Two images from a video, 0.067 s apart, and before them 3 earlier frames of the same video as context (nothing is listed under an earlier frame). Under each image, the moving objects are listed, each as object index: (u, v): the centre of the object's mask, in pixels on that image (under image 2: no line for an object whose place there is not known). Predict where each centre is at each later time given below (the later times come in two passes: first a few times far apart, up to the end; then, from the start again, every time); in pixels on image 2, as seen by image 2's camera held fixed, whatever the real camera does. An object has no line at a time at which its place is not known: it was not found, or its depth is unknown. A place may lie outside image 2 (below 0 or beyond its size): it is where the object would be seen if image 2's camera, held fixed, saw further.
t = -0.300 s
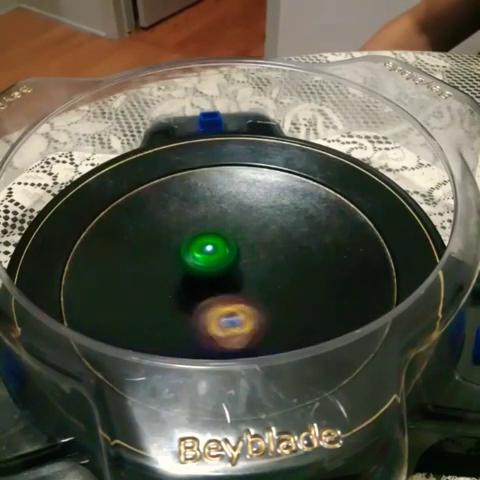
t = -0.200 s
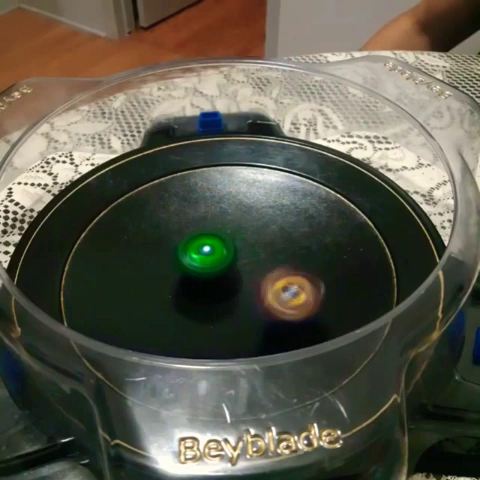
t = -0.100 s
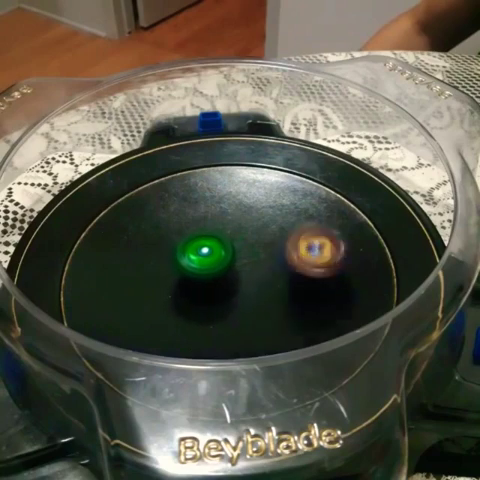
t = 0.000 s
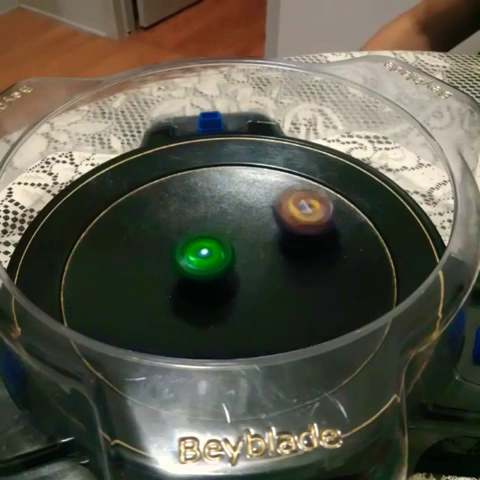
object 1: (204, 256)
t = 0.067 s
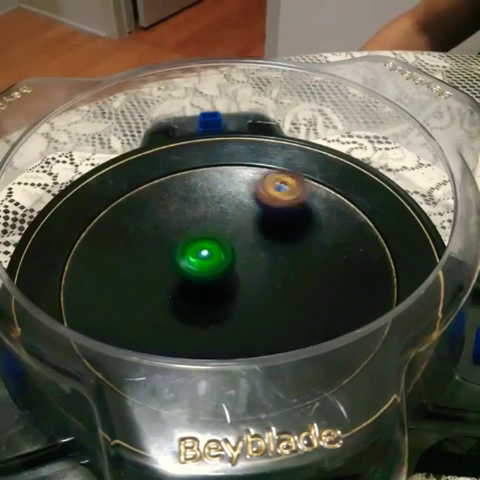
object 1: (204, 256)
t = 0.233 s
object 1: (204, 261)
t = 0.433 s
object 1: (209, 265)
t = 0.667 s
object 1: (215, 267)
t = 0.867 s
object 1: (219, 266)
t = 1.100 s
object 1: (226, 262)
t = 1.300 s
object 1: (228, 259)
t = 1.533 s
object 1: (226, 256)
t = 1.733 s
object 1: (219, 254)
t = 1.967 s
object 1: (212, 254)
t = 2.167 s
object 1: (207, 255)
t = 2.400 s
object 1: (211, 270)
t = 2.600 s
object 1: (213, 275)
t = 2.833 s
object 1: (238, 251)
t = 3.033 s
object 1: (223, 225)
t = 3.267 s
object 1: (193, 192)
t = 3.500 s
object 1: (189, 204)
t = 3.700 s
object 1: (186, 240)
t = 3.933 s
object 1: (188, 227)
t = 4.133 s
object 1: (213, 235)
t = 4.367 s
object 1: (203, 252)
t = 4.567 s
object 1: (208, 279)
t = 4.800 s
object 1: (214, 296)
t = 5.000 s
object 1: (251, 303)
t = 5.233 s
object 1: (269, 282)
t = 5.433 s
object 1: (251, 255)
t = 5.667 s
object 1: (241, 242)
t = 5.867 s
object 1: (224, 250)
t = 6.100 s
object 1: (226, 254)
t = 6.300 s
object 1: (252, 222)
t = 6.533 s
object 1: (247, 220)
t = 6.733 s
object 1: (226, 209)
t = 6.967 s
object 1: (217, 232)
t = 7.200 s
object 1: (212, 237)
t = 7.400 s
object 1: (221, 243)
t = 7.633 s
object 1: (196, 226)
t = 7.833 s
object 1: (193, 234)
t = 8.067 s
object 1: (198, 225)
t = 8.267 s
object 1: (209, 222)
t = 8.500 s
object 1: (214, 222)
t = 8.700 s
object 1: (219, 225)
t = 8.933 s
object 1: (232, 221)
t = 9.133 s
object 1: (235, 225)
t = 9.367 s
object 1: (230, 225)
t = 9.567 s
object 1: (232, 230)
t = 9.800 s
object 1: (223, 236)
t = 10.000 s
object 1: (228, 234)
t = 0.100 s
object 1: (204, 257)
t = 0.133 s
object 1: (203, 258)
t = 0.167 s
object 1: (203, 260)
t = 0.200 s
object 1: (204, 261)
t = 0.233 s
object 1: (204, 261)
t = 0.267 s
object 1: (205, 262)
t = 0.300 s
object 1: (206, 263)
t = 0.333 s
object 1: (206, 264)
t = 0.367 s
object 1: (207, 264)
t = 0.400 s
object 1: (208, 265)
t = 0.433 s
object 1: (209, 265)
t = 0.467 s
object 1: (210, 265)
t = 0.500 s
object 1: (210, 266)
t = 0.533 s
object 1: (212, 266)
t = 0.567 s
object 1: (213, 266)
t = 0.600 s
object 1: (214, 266)
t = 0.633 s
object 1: (215, 267)
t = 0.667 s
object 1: (215, 267)
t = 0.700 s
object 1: (216, 267)
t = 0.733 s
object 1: (217, 267)
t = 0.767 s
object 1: (217, 267)
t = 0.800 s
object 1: (218, 266)
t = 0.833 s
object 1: (218, 266)
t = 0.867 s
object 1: (219, 266)
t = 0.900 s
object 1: (221, 265)
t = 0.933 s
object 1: (222, 265)
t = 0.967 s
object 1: (223, 264)
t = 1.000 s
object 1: (223, 264)
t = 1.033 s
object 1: (224, 263)
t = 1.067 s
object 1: (225, 263)
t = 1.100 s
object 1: (226, 262)
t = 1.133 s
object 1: (226, 261)
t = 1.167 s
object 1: (227, 261)
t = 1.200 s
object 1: (227, 259)
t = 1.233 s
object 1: (228, 259)
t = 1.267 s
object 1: (228, 259)
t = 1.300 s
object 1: (228, 259)
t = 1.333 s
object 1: (228, 258)
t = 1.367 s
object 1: (228, 258)
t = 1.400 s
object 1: (228, 257)
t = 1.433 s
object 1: (228, 257)
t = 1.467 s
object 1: (227, 256)
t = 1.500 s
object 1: (227, 256)
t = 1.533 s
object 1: (226, 256)
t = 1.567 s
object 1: (225, 255)
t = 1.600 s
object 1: (224, 255)
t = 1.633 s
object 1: (223, 255)
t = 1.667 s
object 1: (222, 255)
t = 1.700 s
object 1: (221, 255)
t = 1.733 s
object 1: (219, 254)
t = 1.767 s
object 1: (218, 254)
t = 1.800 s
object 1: (217, 254)
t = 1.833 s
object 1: (216, 254)
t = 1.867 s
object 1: (215, 254)
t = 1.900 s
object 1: (214, 255)
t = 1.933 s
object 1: (213, 255)
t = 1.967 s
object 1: (212, 254)
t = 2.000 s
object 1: (211, 255)
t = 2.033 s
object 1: (210, 255)
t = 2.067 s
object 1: (210, 254)
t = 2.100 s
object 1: (208, 255)
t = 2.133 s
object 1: (208, 255)
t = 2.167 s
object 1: (207, 255)
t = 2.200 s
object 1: (206, 255)
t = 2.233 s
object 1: (205, 256)
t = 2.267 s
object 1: (205, 257)
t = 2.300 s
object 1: (207, 261)
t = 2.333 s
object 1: (209, 265)
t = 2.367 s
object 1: (211, 268)
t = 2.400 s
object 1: (211, 270)
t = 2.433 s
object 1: (212, 271)
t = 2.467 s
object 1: (212, 272)
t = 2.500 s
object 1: (212, 273)
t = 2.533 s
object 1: (212, 274)
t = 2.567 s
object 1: (212, 275)
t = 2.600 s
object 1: (213, 275)
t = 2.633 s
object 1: (214, 274)
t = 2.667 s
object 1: (220, 269)
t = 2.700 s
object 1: (225, 262)
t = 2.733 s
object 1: (229, 258)
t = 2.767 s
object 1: (233, 254)
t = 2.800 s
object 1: (235, 253)
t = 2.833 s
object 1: (238, 251)
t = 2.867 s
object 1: (240, 250)
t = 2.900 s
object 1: (242, 250)
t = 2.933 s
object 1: (244, 249)
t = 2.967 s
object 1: (243, 248)
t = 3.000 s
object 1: (236, 238)
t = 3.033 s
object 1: (223, 225)
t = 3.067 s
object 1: (214, 216)
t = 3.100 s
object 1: (206, 210)
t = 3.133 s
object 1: (201, 203)
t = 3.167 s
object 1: (198, 201)
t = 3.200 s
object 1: (196, 197)
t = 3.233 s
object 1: (194, 194)
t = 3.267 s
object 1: (193, 192)
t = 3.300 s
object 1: (192, 192)
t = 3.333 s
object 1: (192, 193)
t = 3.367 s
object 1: (191, 194)
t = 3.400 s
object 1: (191, 196)
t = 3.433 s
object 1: (191, 197)
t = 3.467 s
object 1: (190, 202)
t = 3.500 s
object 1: (189, 204)
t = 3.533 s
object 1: (190, 211)
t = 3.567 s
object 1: (190, 217)
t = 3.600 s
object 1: (188, 223)
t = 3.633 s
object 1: (187, 229)
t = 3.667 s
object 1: (187, 234)
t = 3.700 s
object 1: (186, 240)
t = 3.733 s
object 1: (186, 245)
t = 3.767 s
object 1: (186, 251)
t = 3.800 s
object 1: (184, 245)
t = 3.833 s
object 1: (183, 237)
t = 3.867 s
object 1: (183, 232)
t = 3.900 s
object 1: (185, 228)
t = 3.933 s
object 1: (188, 227)
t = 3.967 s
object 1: (191, 227)
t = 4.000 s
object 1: (195, 229)
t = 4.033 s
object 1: (199, 229)
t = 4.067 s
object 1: (203, 230)
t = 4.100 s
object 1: (209, 233)
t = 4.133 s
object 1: (213, 235)
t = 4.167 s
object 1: (217, 238)
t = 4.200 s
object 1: (215, 240)
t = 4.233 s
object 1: (209, 243)
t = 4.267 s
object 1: (204, 246)
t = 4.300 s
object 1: (202, 249)
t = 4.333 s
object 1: (203, 250)
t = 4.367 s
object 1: (203, 252)
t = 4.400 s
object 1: (205, 254)
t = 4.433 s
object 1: (206, 256)
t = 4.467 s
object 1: (207, 257)
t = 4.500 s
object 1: (208, 264)
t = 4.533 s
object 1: (208, 272)
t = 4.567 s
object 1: (208, 279)
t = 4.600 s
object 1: (210, 284)
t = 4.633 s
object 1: (210, 288)
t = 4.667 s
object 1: (210, 290)
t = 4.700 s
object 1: (212, 292)
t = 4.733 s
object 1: (212, 294)
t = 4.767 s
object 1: (213, 294)
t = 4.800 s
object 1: (214, 296)
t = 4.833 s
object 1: (215, 295)
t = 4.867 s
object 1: (219, 297)
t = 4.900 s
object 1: (231, 301)
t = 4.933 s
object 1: (240, 303)
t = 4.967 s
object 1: (247, 303)
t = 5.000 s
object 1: (251, 303)
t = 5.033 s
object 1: (256, 302)
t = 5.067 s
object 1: (258, 300)
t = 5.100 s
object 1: (261, 298)
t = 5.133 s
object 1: (263, 292)
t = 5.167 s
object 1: (264, 289)
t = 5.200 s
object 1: (267, 286)
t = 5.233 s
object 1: (269, 282)
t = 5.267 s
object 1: (268, 278)
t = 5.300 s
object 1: (266, 275)
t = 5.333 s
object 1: (263, 269)
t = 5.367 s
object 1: (259, 266)
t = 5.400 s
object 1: (255, 259)
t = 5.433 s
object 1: (251, 255)
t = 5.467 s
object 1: (250, 253)
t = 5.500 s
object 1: (247, 250)
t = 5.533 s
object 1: (243, 247)
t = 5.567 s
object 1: (237, 243)
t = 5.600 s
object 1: (236, 243)
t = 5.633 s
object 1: (240, 242)
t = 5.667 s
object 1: (241, 242)
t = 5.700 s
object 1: (241, 242)
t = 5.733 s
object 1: (238, 243)
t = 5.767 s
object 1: (235, 244)
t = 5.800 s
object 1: (232, 246)
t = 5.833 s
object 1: (228, 247)
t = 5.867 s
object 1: (224, 250)
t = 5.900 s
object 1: (221, 253)
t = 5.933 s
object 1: (219, 254)
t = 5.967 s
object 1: (221, 253)
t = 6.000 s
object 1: (224, 253)
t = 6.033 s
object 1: (225, 252)
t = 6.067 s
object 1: (225, 253)
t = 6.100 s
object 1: (226, 254)
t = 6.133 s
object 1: (233, 246)
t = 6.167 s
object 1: (239, 238)
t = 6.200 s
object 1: (245, 231)
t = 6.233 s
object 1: (248, 227)
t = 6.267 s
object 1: (250, 224)
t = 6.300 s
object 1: (252, 222)
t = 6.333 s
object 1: (253, 219)
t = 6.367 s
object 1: (254, 219)
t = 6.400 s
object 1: (254, 218)
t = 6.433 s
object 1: (253, 218)
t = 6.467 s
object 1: (252, 217)
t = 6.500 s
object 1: (249, 218)
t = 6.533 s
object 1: (247, 220)
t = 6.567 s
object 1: (245, 220)
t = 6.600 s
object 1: (242, 218)
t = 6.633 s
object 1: (238, 217)
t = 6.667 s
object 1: (234, 214)
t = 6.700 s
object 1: (230, 211)
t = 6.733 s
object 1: (226, 209)
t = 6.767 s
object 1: (222, 210)
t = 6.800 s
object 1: (220, 211)
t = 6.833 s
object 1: (218, 214)
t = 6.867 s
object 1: (218, 217)
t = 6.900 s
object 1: (216, 222)
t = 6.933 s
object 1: (216, 226)
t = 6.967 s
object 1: (217, 232)
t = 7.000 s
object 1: (216, 235)
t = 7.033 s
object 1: (215, 236)
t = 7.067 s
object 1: (214, 234)
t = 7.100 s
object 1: (211, 233)
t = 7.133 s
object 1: (210, 234)
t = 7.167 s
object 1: (211, 235)
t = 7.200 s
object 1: (212, 237)
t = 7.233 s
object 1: (214, 238)
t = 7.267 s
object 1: (216, 239)
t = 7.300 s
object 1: (218, 242)
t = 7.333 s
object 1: (221, 244)
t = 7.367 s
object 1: (223, 245)
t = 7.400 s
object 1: (221, 243)
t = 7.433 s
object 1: (219, 241)
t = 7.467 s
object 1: (216, 237)
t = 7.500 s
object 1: (210, 233)
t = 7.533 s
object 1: (206, 228)
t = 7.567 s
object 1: (200, 227)
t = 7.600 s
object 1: (198, 226)
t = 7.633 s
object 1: (196, 226)
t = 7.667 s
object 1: (195, 227)
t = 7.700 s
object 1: (194, 228)
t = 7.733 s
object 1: (194, 230)
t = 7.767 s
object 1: (195, 233)
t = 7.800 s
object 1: (194, 234)
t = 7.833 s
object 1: (193, 234)
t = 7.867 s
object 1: (190, 229)
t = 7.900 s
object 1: (189, 227)
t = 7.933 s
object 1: (189, 225)
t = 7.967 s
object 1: (190, 225)
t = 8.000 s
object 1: (193, 225)
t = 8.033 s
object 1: (194, 226)
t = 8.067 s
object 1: (198, 225)
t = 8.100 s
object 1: (201, 225)
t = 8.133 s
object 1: (204, 225)
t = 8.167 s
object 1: (206, 224)
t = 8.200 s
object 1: (208, 223)
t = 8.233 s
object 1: (208, 223)
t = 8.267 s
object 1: (209, 222)
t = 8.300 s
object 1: (210, 219)
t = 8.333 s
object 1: (209, 219)
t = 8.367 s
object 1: (209, 218)
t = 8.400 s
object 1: (210, 219)
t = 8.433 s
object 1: (212, 220)
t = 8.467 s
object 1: (213, 221)
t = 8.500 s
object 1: (214, 222)
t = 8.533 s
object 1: (214, 224)
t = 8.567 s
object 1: (216, 226)
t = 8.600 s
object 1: (217, 226)
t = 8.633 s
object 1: (218, 225)
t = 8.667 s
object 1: (218, 225)
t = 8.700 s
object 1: (219, 225)
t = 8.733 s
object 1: (221, 225)
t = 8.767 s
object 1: (222, 226)
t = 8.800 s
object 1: (223, 227)
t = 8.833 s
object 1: (226, 226)
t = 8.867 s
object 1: (228, 227)
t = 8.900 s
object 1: (230, 224)
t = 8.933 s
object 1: (232, 221)
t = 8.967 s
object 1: (233, 220)
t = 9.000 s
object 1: (233, 220)
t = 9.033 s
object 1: (233, 221)
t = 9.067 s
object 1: (234, 223)
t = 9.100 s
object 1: (235, 224)
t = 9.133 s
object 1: (235, 225)
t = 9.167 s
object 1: (236, 226)
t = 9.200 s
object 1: (238, 225)
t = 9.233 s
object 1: (237, 224)
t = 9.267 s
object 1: (234, 226)
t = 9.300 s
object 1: (233, 224)
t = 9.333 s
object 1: (232, 224)
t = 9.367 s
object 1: (230, 225)
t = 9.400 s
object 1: (229, 227)
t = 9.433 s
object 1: (231, 232)
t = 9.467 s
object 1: (232, 234)
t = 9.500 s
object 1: (233, 234)
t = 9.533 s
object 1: (233, 231)
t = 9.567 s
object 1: (232, 230)
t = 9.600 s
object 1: (231, 229)
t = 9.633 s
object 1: (231, 230)
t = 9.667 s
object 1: (229, 230)
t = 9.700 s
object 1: (228, 230)
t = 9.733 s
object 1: (226, 233)
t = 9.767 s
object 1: (224, 235)
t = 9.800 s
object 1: (223, 236)
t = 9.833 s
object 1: (225, 238)
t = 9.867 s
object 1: (227, 238)
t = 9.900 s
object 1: (228, 237)
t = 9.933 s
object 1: (229, 237)
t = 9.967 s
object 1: (229, 236)
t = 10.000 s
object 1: (228, 234)
